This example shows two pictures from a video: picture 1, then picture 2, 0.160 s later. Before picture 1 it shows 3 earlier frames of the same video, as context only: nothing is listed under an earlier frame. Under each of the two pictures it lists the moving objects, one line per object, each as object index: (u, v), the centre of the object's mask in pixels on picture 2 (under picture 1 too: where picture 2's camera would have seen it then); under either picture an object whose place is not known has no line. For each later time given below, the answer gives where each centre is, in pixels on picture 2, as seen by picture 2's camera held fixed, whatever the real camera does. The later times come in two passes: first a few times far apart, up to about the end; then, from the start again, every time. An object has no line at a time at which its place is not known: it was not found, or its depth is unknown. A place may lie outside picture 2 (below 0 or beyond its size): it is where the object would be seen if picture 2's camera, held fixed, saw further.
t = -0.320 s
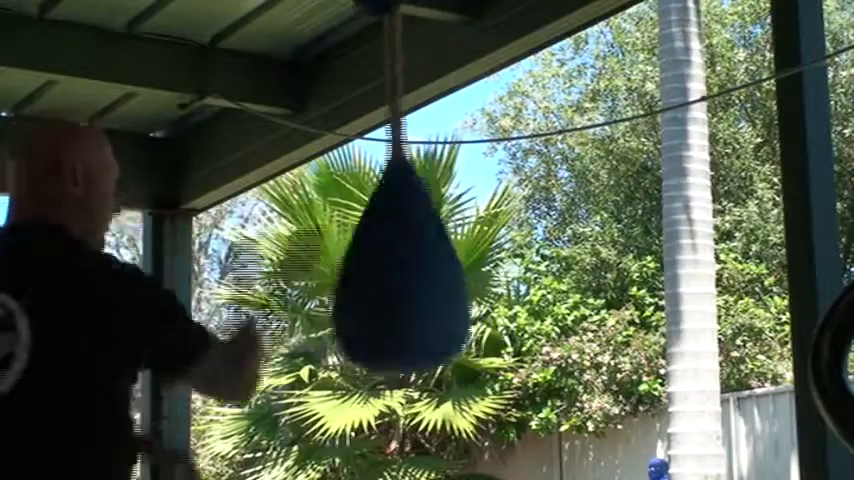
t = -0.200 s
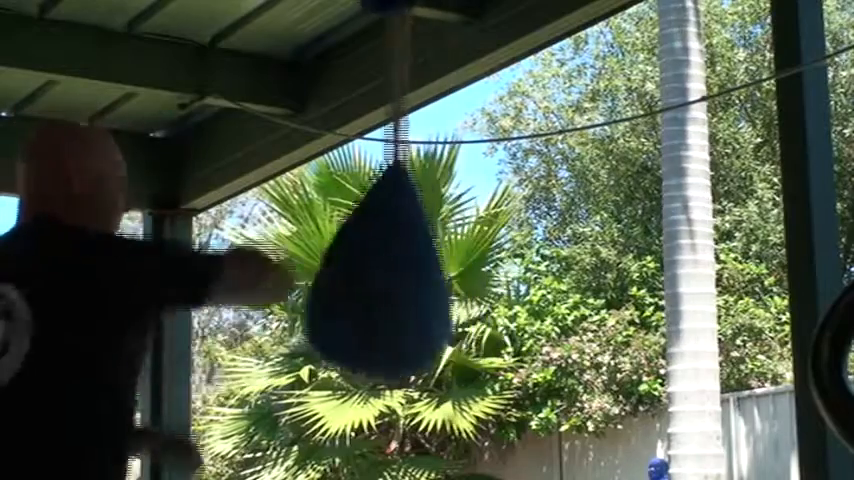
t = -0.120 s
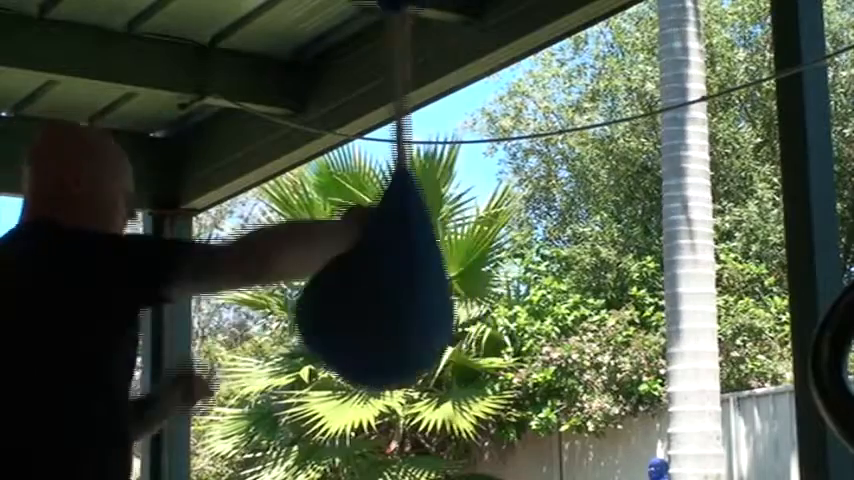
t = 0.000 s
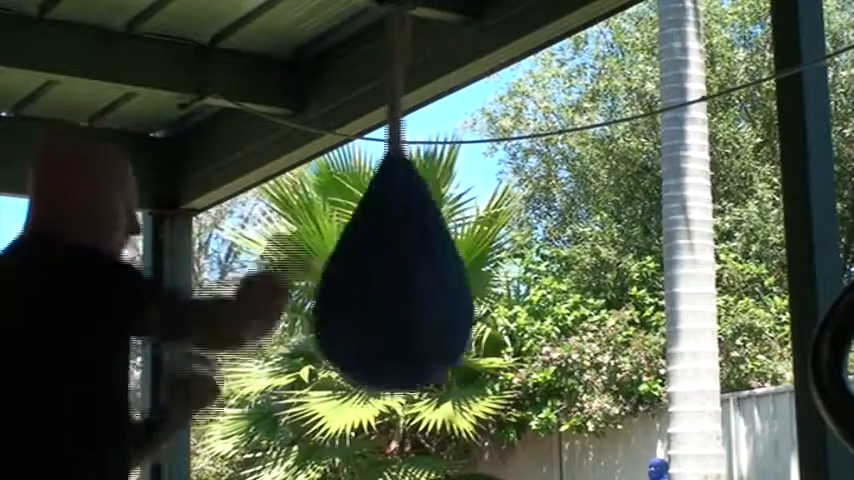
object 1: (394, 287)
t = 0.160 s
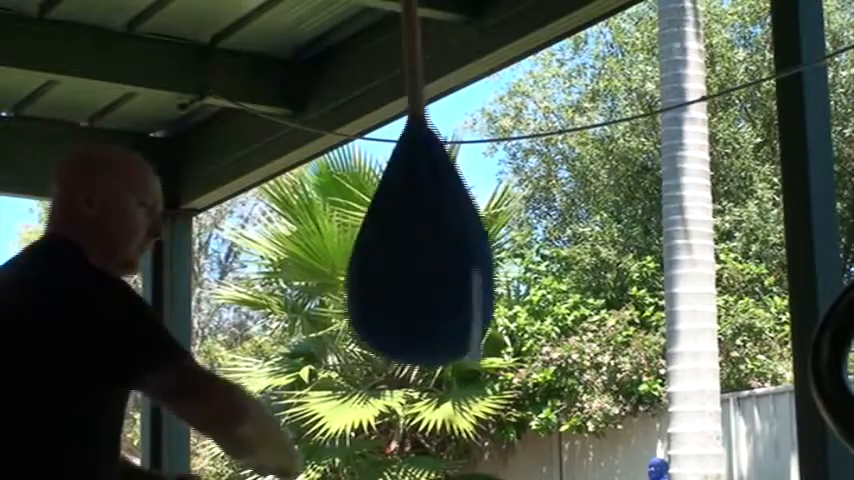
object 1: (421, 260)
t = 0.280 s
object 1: (432, 227)
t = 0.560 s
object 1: (444, 170)
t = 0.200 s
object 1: (425, 250)
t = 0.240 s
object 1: (427, 239)
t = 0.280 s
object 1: (432, 227)
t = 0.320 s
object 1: (436, 213)
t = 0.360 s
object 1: (440, 200)
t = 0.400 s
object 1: (441, 185)
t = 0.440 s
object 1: (442, 176)
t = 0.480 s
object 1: (442, 171)
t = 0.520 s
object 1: (444, 170)
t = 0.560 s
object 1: (444, 170)
